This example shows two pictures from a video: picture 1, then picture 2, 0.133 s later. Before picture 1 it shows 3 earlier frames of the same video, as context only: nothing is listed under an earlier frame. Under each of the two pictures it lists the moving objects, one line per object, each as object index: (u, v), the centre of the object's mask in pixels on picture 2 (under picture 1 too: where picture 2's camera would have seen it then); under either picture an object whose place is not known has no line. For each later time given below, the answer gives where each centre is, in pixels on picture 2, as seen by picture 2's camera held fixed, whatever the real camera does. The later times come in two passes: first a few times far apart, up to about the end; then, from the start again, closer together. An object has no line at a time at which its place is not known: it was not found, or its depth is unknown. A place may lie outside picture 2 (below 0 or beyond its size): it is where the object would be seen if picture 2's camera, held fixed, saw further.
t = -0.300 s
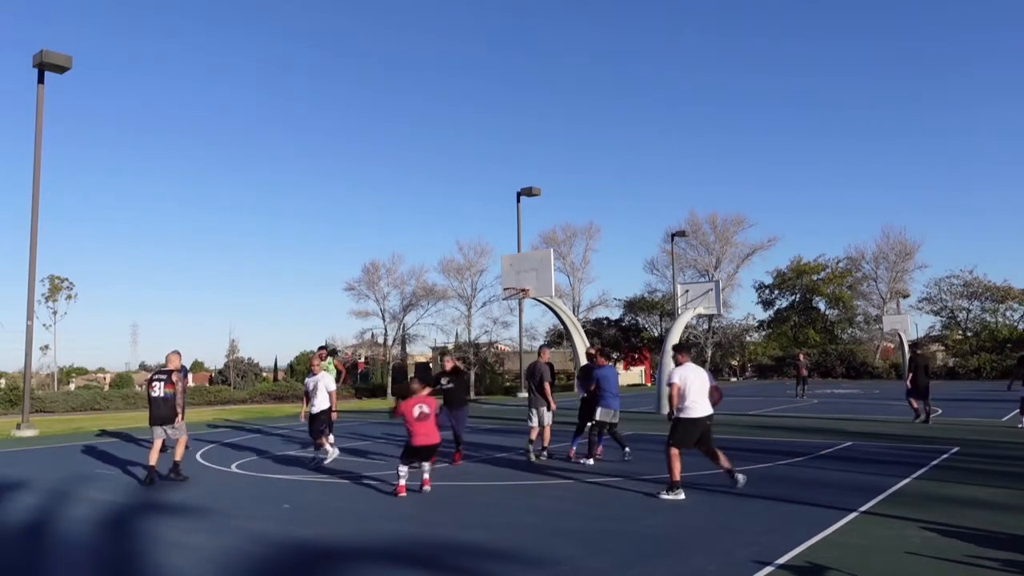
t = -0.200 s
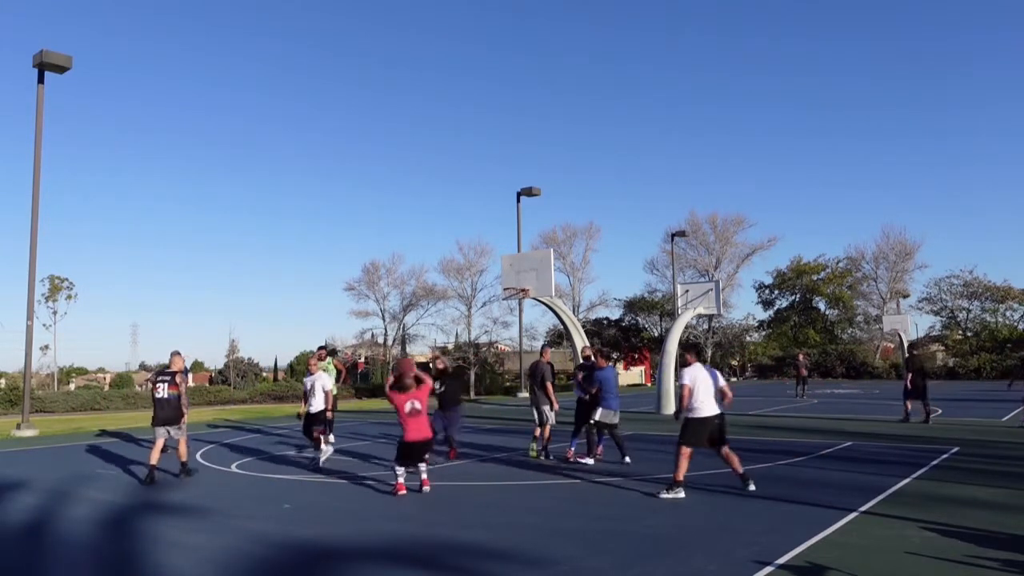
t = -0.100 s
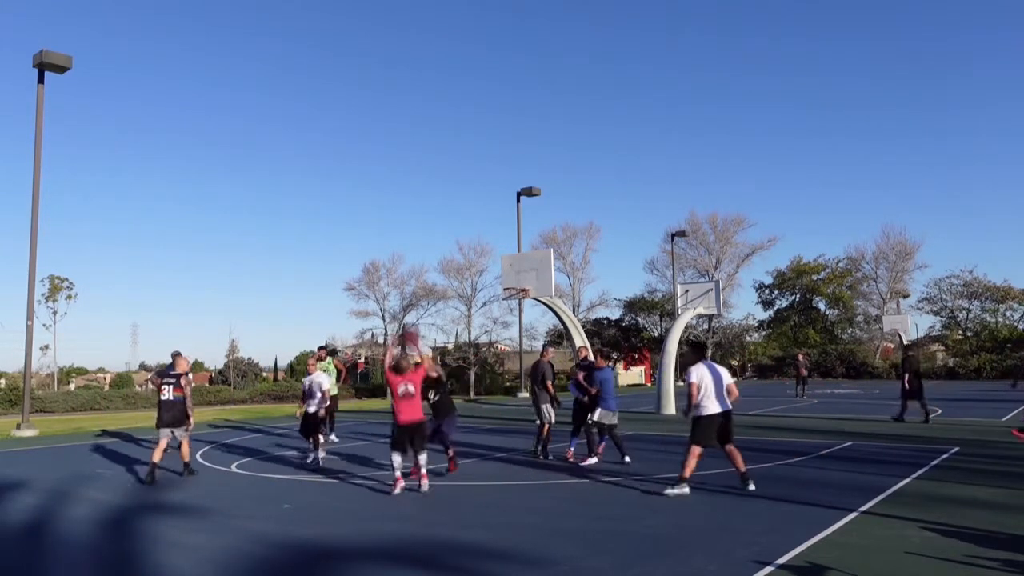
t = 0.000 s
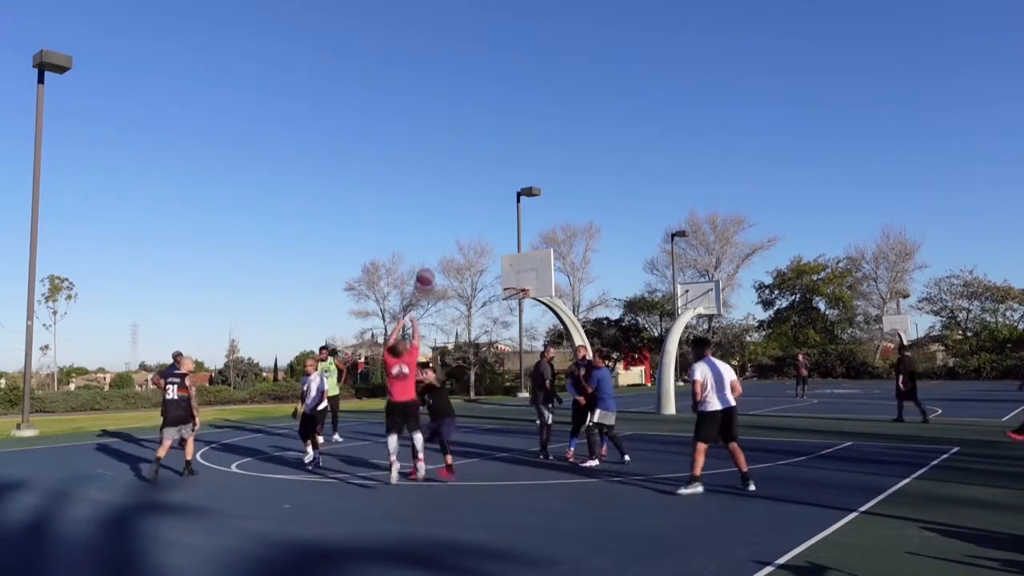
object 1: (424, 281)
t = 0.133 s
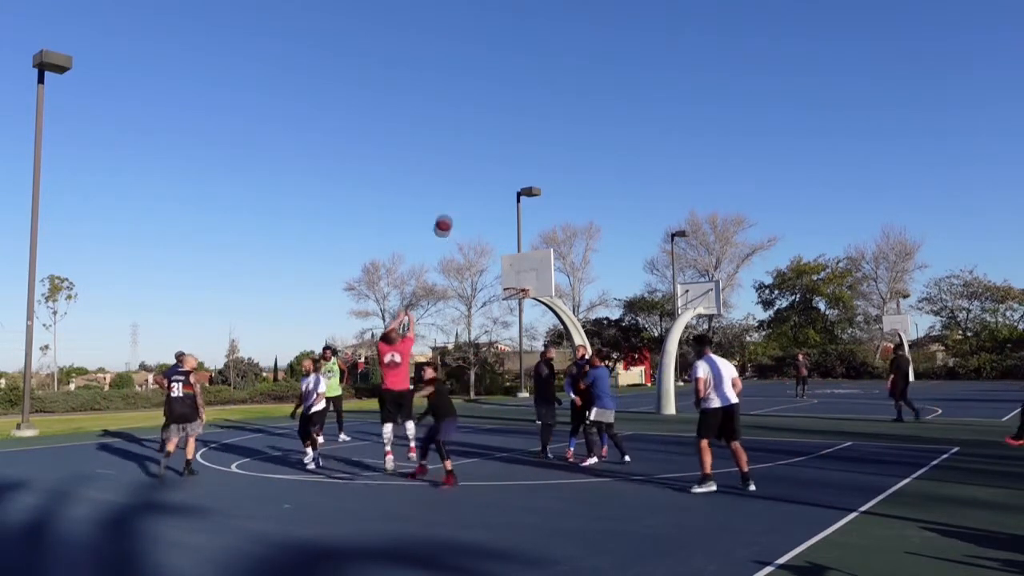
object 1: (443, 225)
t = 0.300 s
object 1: (463, 183)
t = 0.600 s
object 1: (491, 160)
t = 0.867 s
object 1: (511, 182)
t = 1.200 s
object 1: (532, 250)
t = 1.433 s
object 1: (525, 300)
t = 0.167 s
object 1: (447, 215)
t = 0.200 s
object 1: (451, 206)
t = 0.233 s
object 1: (455, 197)
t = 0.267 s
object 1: (459, 189)
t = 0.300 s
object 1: (463, 183)
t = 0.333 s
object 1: (467, 177)
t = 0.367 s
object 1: (470, 172)
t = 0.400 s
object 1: (473, 169)
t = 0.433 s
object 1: (477, 165)
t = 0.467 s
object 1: (480, 163)
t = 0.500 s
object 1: (483, 161)
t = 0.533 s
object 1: (485, 160)
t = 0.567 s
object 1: (488, 159)
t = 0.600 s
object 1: (491, 160)
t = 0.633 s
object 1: (494, 161)
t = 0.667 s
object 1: (497, 162)
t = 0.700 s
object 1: (499, 164)
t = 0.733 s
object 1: (502, 167)
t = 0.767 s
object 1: (504, 170)
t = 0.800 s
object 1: (507, 173)
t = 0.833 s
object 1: (509, 177)
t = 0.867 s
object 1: (511, 182)
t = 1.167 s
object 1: (531, 243)
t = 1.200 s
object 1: (532, 250)
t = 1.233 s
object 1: (534, 260)
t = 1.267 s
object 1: (536, 269)
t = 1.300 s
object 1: (538, 278)
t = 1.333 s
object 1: (534, 285)
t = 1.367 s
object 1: (531, 290)
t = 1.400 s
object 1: (527, 296)
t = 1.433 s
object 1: (525, 300)
